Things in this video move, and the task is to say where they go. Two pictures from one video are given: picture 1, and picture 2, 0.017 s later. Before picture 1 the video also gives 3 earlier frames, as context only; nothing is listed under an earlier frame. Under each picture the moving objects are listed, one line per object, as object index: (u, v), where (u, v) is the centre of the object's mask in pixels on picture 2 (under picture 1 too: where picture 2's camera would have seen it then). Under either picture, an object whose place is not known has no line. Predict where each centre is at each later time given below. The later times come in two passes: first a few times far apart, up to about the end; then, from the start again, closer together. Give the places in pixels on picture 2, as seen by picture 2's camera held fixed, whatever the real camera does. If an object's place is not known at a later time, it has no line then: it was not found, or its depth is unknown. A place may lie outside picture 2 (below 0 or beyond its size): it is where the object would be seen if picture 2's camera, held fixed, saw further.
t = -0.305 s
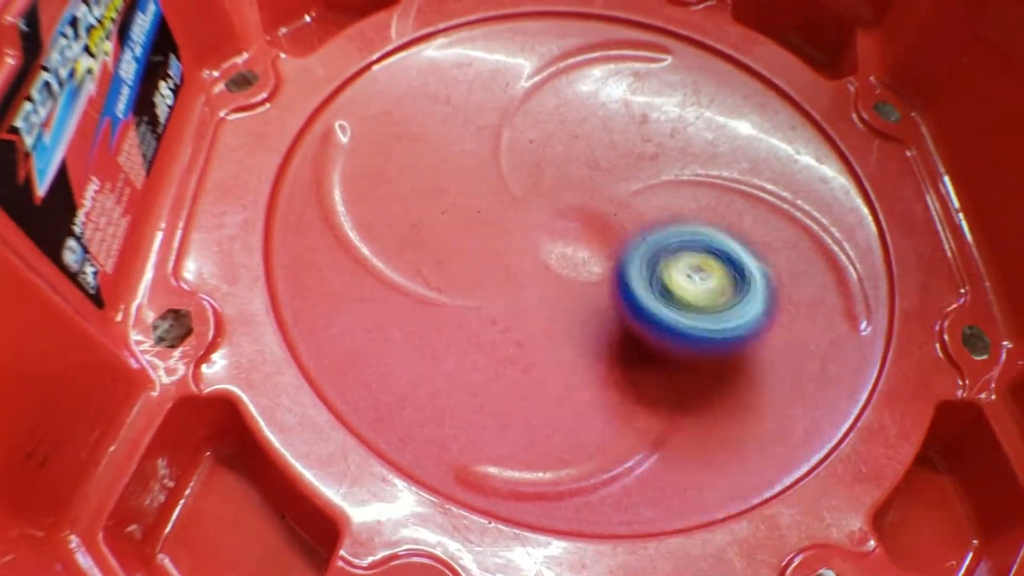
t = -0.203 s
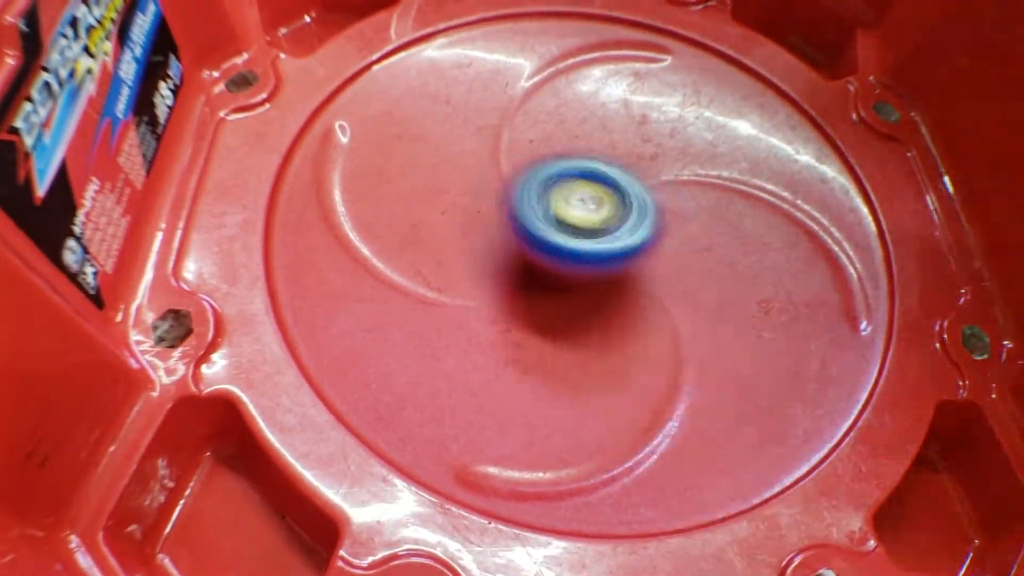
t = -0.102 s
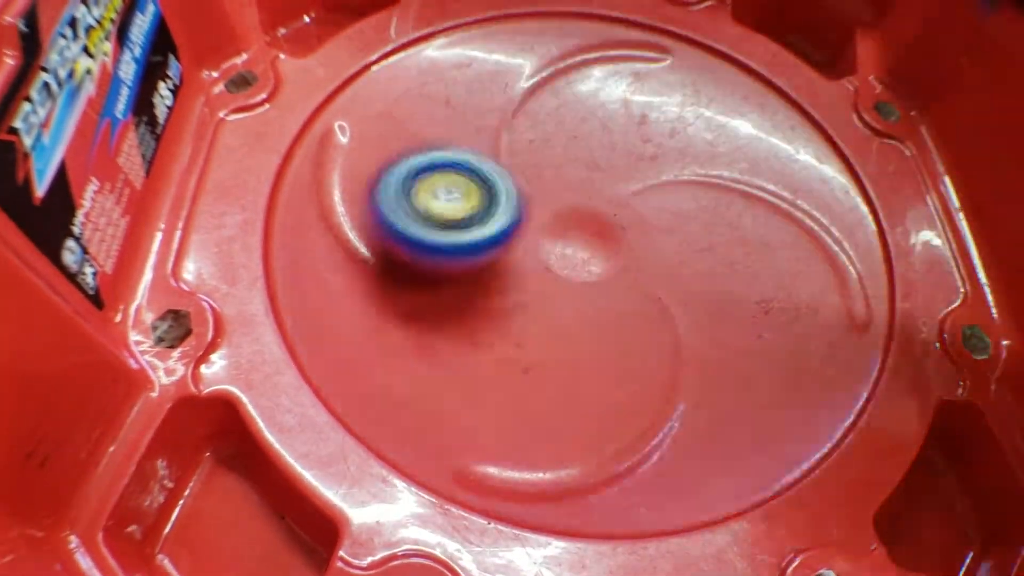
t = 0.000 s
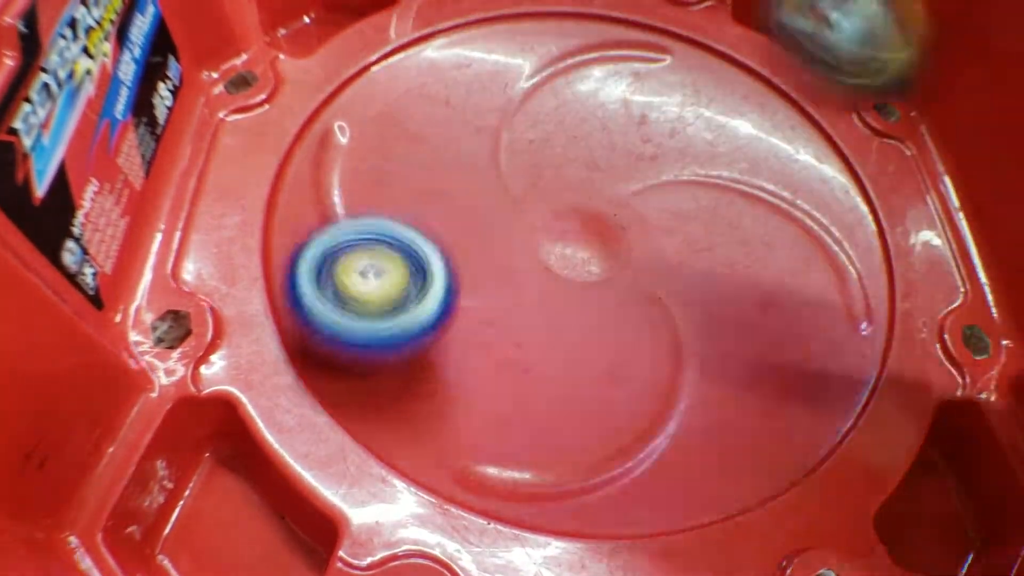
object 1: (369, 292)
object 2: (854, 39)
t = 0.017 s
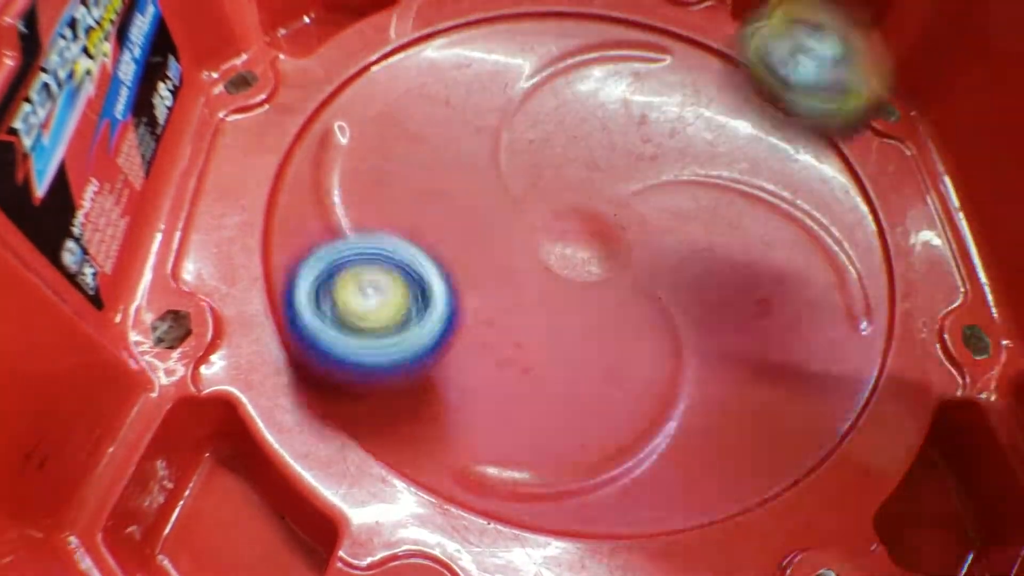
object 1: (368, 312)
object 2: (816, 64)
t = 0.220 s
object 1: (638, 431)
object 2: (492, 113)
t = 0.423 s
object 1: (643, 159)
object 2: (366, 181)
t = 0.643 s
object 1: (385, 73)
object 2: (632, 419)
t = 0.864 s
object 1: (349, 289)
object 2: (876, 249)
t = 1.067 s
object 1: (650, 271)
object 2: (640, 20)
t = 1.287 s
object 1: (636, 60)
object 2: (256, 138)
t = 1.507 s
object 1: (434, 40)
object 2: (500, 500)
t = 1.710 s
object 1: (471, 220)
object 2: (917, 372)
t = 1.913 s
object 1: (727, 228)
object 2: (896, 98)
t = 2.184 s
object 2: (683, 11)
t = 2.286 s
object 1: (643, 313)
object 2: (581, 91)
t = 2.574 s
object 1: (662, 224)
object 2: (466, 373)
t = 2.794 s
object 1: (525, 263)
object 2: (676, 381)
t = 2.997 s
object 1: (580, 321)
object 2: (847, 199)
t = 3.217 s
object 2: (717, 60)
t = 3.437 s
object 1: (458, 247)
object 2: (521, 62)
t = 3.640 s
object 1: (509, 361)
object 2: (515, 159)
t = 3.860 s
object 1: (643, 413)
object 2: (661, 146)
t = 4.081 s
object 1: (681, 345)
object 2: (700, 79)
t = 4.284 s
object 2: (639, 114)
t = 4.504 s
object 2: (649, 87)
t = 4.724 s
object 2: (640, 161)
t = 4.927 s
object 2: (736, 144)
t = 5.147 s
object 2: (704, 149)
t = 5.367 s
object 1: (466, 200)
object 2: (621, 184)
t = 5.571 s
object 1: (406, 171)
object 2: (706, 252)
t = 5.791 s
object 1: (472, 175)
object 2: (690, 255)
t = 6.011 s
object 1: (551, 119)
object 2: (650, 308)
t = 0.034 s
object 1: (374, 332)
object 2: (777, 101)
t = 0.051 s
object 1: (384, 353)
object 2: (728, 154)
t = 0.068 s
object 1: (400, 372)
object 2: (699, 170)
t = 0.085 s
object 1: (420, 390)
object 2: (677, 152)
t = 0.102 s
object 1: (447, 402)
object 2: (654, 142)
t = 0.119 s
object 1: (474, 418)
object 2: (628, 130)
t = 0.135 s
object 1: (500, 438)
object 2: (607, 130)
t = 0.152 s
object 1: (519, 450)
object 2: (578, 133)
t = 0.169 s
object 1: (543, 454)
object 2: (558, 126)
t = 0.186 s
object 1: (573, 451)
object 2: (534, 123)
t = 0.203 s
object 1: (605, 445)
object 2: (511, 117)
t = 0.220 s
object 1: (638, 431)
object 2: (492, 113)
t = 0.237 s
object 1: (663, 411)
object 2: (475, 110)
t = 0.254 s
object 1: (683, 387)
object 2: (456, 109)
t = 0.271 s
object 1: (699, 362)
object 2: (440, 110)
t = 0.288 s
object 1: (706, 335)
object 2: (425, 110)
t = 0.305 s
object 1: (709, 307)
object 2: (414, 112)
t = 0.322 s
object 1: (707, 282)
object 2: (402, 118)
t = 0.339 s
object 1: (703, 257)
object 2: (393, 123)
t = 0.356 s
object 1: (695, 235)
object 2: (383, 132)
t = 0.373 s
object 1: (685, 214)
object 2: (376, 142)
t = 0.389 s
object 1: (673, 194)
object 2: (371, 152)
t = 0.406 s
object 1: (657, 177)
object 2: (369, 165)
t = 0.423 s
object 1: (643, 159)
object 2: (366, 181)
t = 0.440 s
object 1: (626, 143)
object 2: (370, 198)
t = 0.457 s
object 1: (611, 128)
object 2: (374, 218)
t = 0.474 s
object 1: (593, 115)
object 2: (379, 236)
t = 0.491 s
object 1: (575, 102)
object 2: (388, 257)
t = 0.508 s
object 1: (555, 92)
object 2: (403, 277)
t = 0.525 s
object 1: (533, 85)
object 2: (417, 299)
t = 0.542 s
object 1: (511, 77)
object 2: (440, 320)
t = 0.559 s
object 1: (489, 71)
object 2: (465, 341)
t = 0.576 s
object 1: (469, 68)
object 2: (495, 360)
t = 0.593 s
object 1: (447, 68)
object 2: (525, 380)
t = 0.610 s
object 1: (426, 66)
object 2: (566, 391)
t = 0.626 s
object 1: (405, 68)
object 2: (597, 404)
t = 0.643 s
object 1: (385, 73)
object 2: (632, 419)
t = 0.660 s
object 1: (364, 79)
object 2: (670, 426)
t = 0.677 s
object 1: (345, 89)
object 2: (707, 432)
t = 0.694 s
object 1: (328, 99)
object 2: (743, 430)
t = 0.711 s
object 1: (313, 114)
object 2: (774, 428)
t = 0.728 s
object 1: (300, 132)
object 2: (809, 420)
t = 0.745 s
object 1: (291, 149)
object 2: (838, 408)
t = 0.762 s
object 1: (286, 167)
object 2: (862, 394)
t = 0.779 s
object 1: (286, 188)
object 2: (876, 372)
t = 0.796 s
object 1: (291, 210)
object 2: (880, 352)
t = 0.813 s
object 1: (299, 231)
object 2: (883, 327)
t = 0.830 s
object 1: (312, 253)
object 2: (884, 300)
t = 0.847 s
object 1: (329, 272)
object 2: (881, 275)
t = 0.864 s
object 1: (349, 289)
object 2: (876, 249)
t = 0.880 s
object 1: (376, 303)
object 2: (868, 215)
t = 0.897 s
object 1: (403, 315)
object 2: (859, 192)
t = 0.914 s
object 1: (430, 323)
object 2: (846, 163)
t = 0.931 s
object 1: (459, 327)
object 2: (831, 139)
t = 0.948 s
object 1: (488, 330)
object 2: (816, 114)
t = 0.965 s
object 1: (517, 329)
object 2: (797, 89)
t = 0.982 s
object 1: (544, 326)
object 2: (779, 63)
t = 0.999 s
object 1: (571, 319)
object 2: (757, 44)
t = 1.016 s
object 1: (596, 311)
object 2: (736, 29)
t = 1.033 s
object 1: (616, 300)
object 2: (708, 24)
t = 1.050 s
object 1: (634, 285)
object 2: (675, 20)
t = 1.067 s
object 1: (650, 271)
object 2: (640, 20)
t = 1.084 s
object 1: (662, 255)
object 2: (602, 19)
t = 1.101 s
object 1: (672, 237)
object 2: (567, 22)
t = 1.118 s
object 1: (680, 219)
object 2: (532, 22)
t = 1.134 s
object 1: (683, 201)
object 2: (492, 27)
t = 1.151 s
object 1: (686, 185)
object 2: (455, 28)
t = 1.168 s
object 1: (686, 168)
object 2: (423, 33)
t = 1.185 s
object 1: (685, 150)
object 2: (388, 38)
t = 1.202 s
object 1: (682, 132)
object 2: (360, 42)
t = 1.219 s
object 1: (676, 116)
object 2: (331, 54)
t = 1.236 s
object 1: (669, 101)
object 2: (308, 71)
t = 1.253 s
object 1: (659, 85)
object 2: (290, 87)
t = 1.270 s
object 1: (649, 72)
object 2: (273, 113)
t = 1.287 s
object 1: (636, 60)
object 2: (256, 138)
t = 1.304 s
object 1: (623, 49)
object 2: (244, 167)
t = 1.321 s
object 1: (609, 40)
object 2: (232, 195)
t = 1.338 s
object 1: (595, 35)
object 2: (223, 228)
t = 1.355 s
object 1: (582, 30)
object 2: (215, 260)
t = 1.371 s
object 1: (567, 26)
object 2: (218, 286)
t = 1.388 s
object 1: (550, 25)
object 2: (237, 320)
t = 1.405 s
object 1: (533, 23)
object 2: (258, 357)
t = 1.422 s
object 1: (515, 24)
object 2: (283, 386)
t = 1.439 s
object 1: (497, 25)
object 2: (313, 419)
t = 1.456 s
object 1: (479, 27)
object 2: (355, 461)
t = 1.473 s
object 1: (462, 30)
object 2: (395, 485)
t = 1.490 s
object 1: (448, 34)
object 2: (442, 497)
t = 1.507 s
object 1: (434, 40)
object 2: (500, 500)
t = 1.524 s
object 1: (421, 50)
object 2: (552, 504)
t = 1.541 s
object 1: (411, 62)
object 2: (601, 508)
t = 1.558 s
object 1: (402, 77)
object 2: (651, 508)
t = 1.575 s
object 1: (398, 92)
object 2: (699, 510)
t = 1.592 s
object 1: (397, 108)
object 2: (742, 509)
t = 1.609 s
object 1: (399, 125)
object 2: (788, 507)
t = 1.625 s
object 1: (403, 142)
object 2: (821, 499)
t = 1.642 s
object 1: (411, 159)
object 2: (849, 474)
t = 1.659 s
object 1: (423, 175)
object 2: (868, 449)
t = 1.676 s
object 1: (437, 191)
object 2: (886, 422)
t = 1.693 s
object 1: (453, 206)
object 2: (901, 397)
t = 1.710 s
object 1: (471, 220)
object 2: (917, 372)
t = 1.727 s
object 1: (491, 232)
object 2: (931, 347)
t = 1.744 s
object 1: (513, 242)
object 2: (943, 322)
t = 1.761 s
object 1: (537, 250)
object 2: (952, 299)
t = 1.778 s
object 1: (561, 255)
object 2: (957, 278)
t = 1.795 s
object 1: (585, 259)
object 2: (955, 252)
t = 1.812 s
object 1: (610, 261)
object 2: (955, 219)
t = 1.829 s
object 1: (634, 260)
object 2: (950, 197)
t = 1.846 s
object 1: (656, 257)
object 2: (944, 175)
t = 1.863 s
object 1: (676, 252)
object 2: (936, 154)
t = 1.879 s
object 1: (695, 245)
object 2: (925, 135)
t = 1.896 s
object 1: (712, 238)
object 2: (909, 113)
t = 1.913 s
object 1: (727, 228)
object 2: (896, 98)
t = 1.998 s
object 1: (704, 210)
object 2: (804, 57)
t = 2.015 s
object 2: (796, 41)
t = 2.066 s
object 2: (763, 17)
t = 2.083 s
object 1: (634, 217)
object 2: (749, 14)
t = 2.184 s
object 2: (683, 11)
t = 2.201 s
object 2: (666, 21)
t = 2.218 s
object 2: (647, 33)
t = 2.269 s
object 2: (600, 68)
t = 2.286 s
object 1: (643, 313)
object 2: (581, 91)
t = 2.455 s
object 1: (708, 285)
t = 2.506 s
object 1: (700, 255)
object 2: (448, 314)
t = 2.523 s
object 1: (692, 245)
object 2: (451, 326)
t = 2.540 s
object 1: (685, 238)
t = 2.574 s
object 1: (662, 224)
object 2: (466, 373)
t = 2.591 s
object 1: (651, 218)
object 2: (478, 382)
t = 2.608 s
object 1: (639, 214)
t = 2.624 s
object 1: (627, 212)
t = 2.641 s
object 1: (618, 214)
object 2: (520, 406)
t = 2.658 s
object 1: (610, 218)
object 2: (537, 401)
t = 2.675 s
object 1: (598, 225)
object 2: (554, 400)
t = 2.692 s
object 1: (586, 233)
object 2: (569, 402)
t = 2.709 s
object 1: (571, 239)
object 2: (582, 410)
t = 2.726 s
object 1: (558, 241)
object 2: (601, 409)
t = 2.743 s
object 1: (547, 245)
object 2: (622, 395)
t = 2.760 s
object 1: (538, 249)
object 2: (641, 388)
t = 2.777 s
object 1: (530, 255)
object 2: (660, 383)
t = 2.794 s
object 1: (525, 263)
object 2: (676, 381)
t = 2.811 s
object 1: (519, 269)
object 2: (698, 371)
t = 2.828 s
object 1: (519, 273)
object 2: (715, 363)
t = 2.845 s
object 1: (519, 279)
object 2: (736, 347)
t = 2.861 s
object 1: (521, 287)
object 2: (753, 333)
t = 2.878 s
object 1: (525, 294)
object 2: (767, 324)
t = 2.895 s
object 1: (529, 301)
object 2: (783, 303)
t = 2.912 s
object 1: (536, 306)
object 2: (798, 287)
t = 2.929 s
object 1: (542, 312)
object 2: (810, 272)
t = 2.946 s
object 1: (550, 316)
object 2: (822, 253)
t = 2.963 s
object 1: (559, 319)
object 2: (832, 236)
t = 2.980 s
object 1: (570, 321)
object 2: (840, 218)
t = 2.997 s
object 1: (580, 321)
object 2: (847, 199)
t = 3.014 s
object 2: (850, 178)
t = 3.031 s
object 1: (600, 316)
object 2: (850, 162)
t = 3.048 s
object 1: (609, 312)
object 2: (848, 151)
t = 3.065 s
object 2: (844, 139)
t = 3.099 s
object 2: (827, 108)
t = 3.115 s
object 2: (816, 95)
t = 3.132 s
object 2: (802, 83)
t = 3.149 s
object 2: (788, 76)
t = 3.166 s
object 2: (772, 68)
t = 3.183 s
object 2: (756, 61)
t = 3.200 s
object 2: (737, 60)
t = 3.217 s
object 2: (717, 60)
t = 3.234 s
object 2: (697, 58)
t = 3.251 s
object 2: (677, 58)
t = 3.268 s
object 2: (656, 60)
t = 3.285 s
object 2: (635, 62)
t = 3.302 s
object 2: (613, 67)
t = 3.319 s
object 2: (592, 72)
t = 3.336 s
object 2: (571, 78)
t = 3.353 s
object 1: (522, 199)
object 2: (554, 81)
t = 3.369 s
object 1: (505, 207)
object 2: (546, 78)
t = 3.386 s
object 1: (487, 218)
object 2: (540, 68)
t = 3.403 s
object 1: (474, 227)
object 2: (534, 65)
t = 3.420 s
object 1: (465, 237)
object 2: (527, 64)
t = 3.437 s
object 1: (458, 247)
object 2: (521, 62)
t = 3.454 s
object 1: (453, 258)
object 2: (516, 62)
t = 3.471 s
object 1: (449, 268)
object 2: (512, 66)
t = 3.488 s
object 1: (448, 276)
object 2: (510, 69)
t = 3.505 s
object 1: (449, 287)
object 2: (509, 74)
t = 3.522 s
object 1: (452, 298)
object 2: (508, 81)
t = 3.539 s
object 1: (456, 308)
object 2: (508, 91)
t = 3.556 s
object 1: (460, 320)
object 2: (508, 100)
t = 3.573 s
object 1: (467, 330)
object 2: (509, 110)
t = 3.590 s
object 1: (476, 339)
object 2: (510, 122)
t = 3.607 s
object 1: (485, 347)
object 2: (511, 133)
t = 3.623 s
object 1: (497, 355)
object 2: (512, 145)
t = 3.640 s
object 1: (509, 361)
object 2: (515, 159)
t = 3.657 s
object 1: (522, 365)
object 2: (519, 171)
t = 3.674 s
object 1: (536, 369)
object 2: (524, 187)
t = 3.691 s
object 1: (550, 369)
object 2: (531, 199)
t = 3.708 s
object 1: (564, 368)
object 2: (540, 207)
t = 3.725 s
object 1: (577, 367)
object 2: (550, 218)
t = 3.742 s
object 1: (587, 368)
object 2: (565, 221)
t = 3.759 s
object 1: (594, 381)
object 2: (581, 212)
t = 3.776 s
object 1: (599, 389)
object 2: (595, 199)
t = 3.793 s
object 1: (608, 395)
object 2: (608, 190)
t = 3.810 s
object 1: (617, 399)
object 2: (623, 179)
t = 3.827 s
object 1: (627, 403)
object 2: (636, 169)
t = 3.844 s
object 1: (637, 406)
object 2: (648, 158)
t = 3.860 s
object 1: (643, 413)
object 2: (661, 146)
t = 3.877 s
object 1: (647, 421)
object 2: (669, 134)
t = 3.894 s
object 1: (649, 423)
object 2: (679, 124)
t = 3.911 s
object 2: (687, 110)
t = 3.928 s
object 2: (694, 102)
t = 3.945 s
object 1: (668, 399)
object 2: (698, 96)
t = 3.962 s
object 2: (701, 87)
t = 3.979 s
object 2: (703, 84)
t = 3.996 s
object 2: (705, 80)
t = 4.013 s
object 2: (705, 77)
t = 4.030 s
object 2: (705, 77)
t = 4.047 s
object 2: (704, 76)
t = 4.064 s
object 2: (703, 75)
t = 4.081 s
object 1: (681, 345)
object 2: (700, 79)
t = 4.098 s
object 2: (695, 81)
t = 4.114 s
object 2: (693, 84)
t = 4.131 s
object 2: (686, 91)
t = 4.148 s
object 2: (682, 95)
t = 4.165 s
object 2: (676, 103)
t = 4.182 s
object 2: (670, 107)
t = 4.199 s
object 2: (666, 110)
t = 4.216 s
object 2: (657, 120)
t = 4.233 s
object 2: (650, 124)
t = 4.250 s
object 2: (644, 125)
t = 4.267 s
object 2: (640, 122)
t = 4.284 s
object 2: (639, 114)
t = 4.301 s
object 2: (639, 107)
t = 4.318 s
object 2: (638, 102)
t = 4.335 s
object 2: (636, 96)
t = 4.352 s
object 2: (636, 91)
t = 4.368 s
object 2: (636, 89)
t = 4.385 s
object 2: (638, 85)
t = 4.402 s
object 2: (640, 85)
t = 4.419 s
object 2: (644, 82)
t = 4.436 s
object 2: (645, 81)
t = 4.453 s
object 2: (647, 82)
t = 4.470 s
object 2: (648, 82)
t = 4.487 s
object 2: (649, 83)
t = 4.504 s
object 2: (649, 87)
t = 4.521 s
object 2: (649, 89)
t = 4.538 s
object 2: (648, 94)
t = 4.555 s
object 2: (649, 99)
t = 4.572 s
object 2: (649, 102)
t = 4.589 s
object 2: (647, 109)
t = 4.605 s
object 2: (647, 116)
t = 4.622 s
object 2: (646, 121)
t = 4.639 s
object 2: (644, 128)
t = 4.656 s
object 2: (644, 135)
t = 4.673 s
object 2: (643, 141)
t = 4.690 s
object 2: (642, 149)
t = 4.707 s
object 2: (642, 154)
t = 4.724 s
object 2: (640, 161)
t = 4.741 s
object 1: (563, 326)
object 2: (640, 169)
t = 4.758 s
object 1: (564, 319)
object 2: (641, 173)
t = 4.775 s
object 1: (568, 311)
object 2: (641, 179)
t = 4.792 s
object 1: (568, 303)
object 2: (642, 187)
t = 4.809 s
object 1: (563, 302)
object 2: (654, 185)
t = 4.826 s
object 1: (551, 302)
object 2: (669, 182)
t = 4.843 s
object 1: (542, 304)
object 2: (684, 173)
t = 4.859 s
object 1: (533, 302)
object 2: (699, 165)
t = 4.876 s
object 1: (528, 301)
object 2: (710, 160)
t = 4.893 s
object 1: (521, 299)
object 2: (720, 155)
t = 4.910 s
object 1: (516, 297)
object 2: (729, 148)
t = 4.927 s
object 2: (736, 144)
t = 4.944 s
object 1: (505, 291)
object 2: (742, 139)
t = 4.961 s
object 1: (500, 288)
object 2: (746, 136)
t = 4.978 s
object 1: (495, 285)
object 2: (747, 136)
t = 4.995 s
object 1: (491, 282)
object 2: (748, 134)
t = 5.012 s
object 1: (488, 278)
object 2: (746, 135)
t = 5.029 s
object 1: (485, 275)
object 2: (744, 134)
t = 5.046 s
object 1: (485, 270)
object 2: (740, 135)
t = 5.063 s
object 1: (485, 266)
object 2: (736, 136)
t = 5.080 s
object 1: (483, 263)
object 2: (729, 137)
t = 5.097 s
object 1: (479, 260)
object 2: (722, 141)
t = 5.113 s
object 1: (475, 256)
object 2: (717, 143)
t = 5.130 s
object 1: (472, 251)
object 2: (710, 147)
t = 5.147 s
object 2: (704, 149)
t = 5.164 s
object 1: (467, 243)
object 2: (698, 151)
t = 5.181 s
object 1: (464, 239)
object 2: (691, 154)
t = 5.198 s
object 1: (463, 236)
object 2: (684, 156)
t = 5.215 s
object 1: (461, 232)
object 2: (676, 158)
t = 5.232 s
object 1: (461, 229)
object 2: (670, 160)
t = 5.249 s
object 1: (459, 225)
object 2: (662, 163)
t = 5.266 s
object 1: (460, 223)
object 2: (656, 167)
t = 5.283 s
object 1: (460, 218)
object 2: (650, 168)
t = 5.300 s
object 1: (461, 216)
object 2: (641, 173)
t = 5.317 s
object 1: (461, 212)
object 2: (637, 175)
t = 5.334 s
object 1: (463, 208)
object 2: (630, 179)
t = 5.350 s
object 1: (464, 204)
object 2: (625, 184)
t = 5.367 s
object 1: (466, 200)
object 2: (621, 184)
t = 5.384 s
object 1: (458, 194)
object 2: (626, 192)
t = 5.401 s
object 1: (452, 189)
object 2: (638, 196)
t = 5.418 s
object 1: (443, 186)
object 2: (648, 204)
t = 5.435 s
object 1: (438, 183)
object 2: (662, 211)
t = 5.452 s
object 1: (432, 181)
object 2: (669, 218)
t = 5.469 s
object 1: (428, 178)
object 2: (678, 226)
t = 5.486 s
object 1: (422, 177)
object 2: (685, 230)
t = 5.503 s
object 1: (418, 175)
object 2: (691, 237)
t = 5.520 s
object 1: (412, 174)
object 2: (698, 239)
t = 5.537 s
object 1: (411, 173)
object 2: (701, 245)
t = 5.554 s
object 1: (408, 172)
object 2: (705, 248)
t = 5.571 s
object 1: (406, 171)
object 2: (706, 252)
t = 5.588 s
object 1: (406, 172)
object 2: (710, 254)
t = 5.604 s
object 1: (407, 172)
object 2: (710, 256)
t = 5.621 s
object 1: (409, 172)
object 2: (712, 257)
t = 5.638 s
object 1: (412, 173)
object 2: (711, 258)
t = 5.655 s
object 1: (417, 174)
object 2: (711, 261)
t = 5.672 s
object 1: (422, 174)
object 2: (710, 259)
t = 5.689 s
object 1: (429, 176)
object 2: (707, 261)
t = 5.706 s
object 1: (435, 176)
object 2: (706, 259)
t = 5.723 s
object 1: (442, 177)
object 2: (703, 259)
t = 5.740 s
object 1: (449, 177)
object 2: (702, 257)
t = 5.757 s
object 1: (457, 175)
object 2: (697, 256)
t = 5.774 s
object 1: (465, 176)
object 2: (697, 255)
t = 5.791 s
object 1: (472, 175)
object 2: (690, 255)
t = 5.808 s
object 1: (480, 174)
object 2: (687, 255)
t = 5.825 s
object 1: (487, 173)
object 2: (682, 252)
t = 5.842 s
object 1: (496, 170)
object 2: (678, 253)
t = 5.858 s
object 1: (502, 169)
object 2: (673, 250)
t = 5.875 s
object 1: (510, 168)
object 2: (667, 252)
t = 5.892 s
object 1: (517, 166)
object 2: (664, 248)
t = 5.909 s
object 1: (525, 164)
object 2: (658, 250)
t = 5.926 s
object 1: (532, 162)
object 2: (654, 246)
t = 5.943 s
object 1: (537, 153)
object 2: (652, 257)
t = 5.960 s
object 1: (542, 141)
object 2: (653, 267)
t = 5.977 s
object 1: (544, 131)
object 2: (653, 285)
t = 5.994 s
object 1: (548, 123)
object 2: (652, 293)
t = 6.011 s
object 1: (551, 119)
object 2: (650, 308)
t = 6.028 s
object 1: (552, 112)
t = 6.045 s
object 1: (556, 107)
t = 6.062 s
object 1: (559, 103)
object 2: (639, 329)
